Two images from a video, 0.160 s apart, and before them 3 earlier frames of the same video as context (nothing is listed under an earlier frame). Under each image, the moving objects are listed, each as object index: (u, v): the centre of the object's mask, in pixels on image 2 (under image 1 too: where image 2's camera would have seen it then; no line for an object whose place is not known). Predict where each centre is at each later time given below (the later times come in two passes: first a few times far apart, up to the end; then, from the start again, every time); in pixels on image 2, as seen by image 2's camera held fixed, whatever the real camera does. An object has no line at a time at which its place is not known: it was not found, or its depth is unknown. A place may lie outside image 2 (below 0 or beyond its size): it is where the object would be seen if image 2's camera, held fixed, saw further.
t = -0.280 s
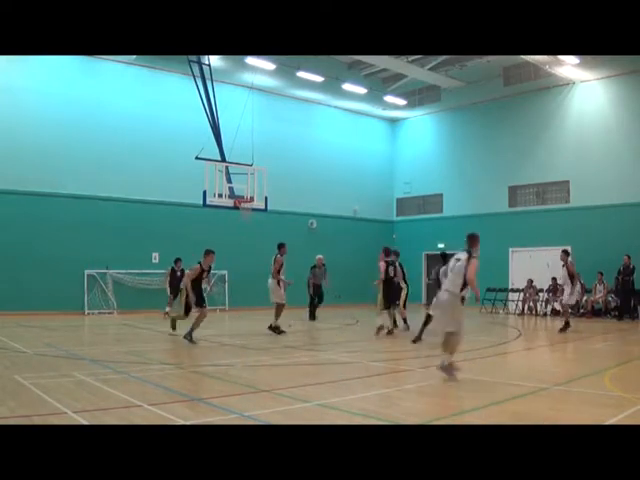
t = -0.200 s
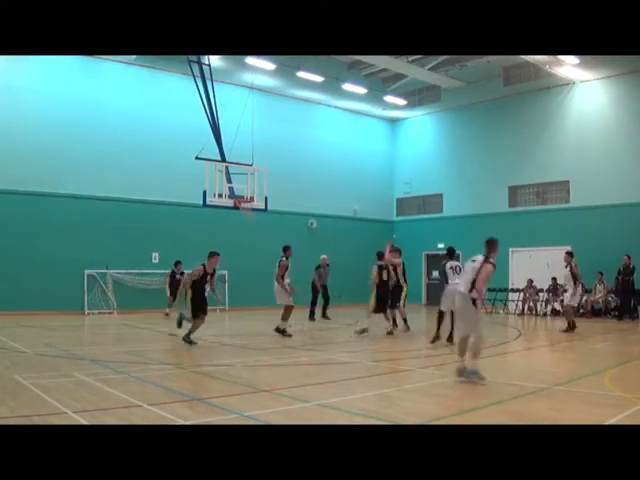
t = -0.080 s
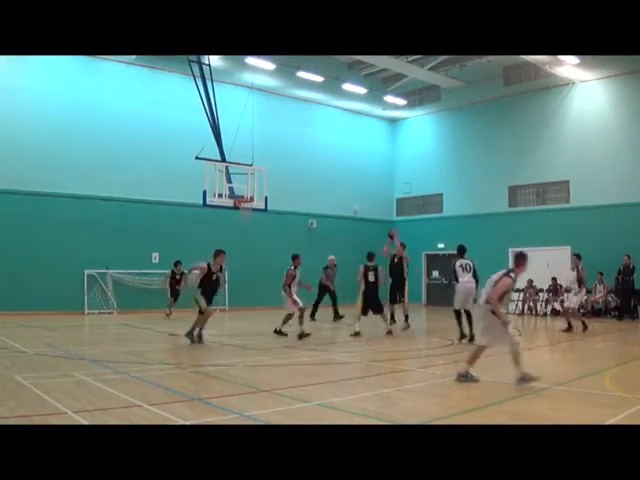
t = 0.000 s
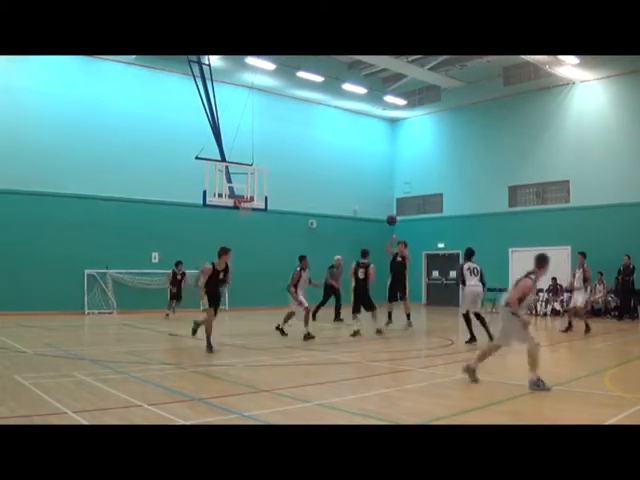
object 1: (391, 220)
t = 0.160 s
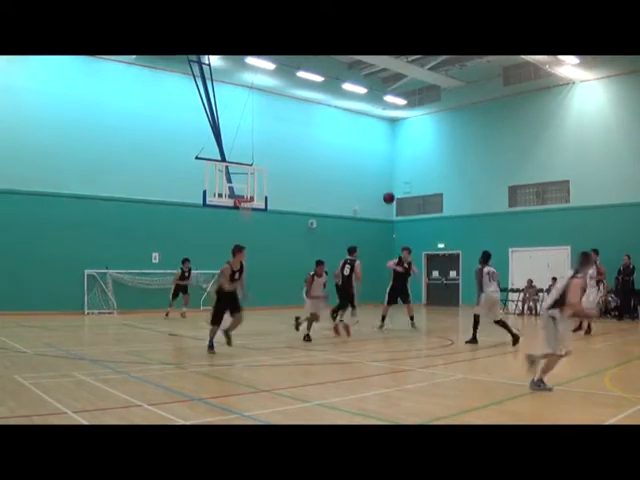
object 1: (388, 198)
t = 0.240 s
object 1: (387, 190)
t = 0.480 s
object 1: (381, 181)
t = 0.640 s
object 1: (378, 197)
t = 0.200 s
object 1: (387, 193)
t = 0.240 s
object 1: (387, 190)
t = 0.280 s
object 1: (386, 187)
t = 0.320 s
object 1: (385, 184)
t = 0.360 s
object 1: (384, 182)
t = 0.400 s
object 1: (383, 181)
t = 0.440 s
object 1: (382, 181)
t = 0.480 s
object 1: (381, 181)
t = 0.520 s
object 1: (381, 183)
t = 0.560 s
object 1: (380, 187)
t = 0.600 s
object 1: (379, 191)
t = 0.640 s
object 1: (378, 197)
